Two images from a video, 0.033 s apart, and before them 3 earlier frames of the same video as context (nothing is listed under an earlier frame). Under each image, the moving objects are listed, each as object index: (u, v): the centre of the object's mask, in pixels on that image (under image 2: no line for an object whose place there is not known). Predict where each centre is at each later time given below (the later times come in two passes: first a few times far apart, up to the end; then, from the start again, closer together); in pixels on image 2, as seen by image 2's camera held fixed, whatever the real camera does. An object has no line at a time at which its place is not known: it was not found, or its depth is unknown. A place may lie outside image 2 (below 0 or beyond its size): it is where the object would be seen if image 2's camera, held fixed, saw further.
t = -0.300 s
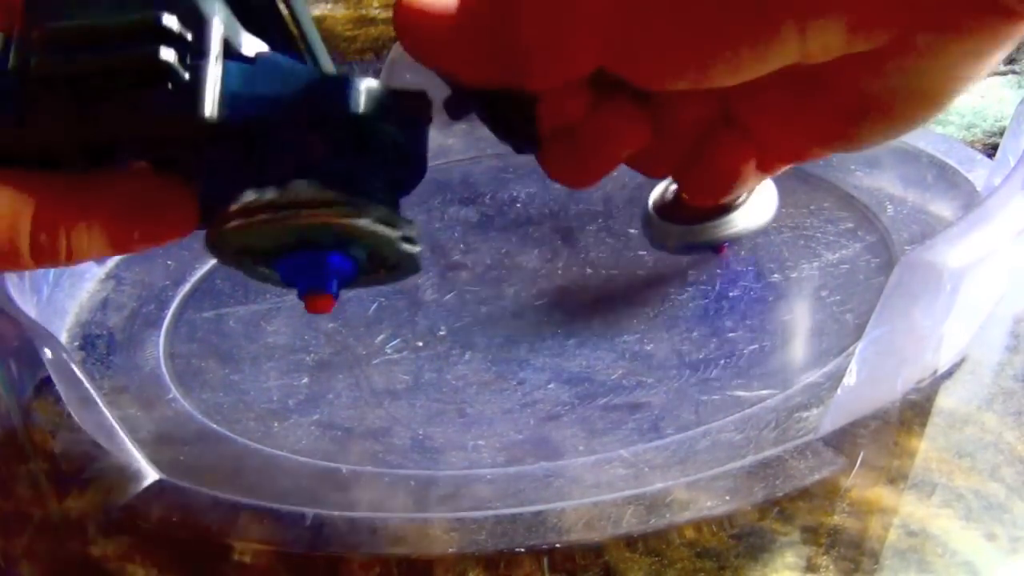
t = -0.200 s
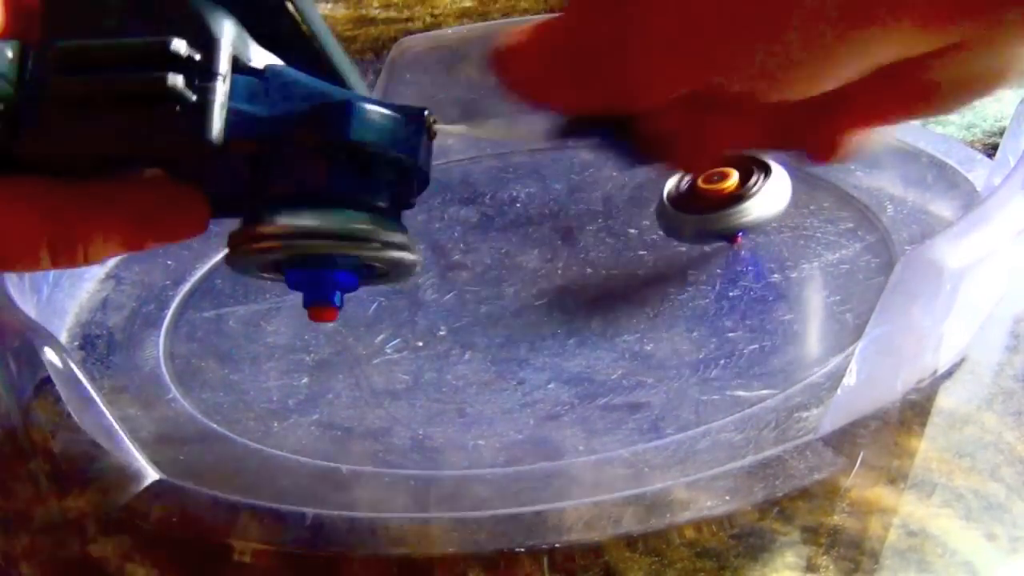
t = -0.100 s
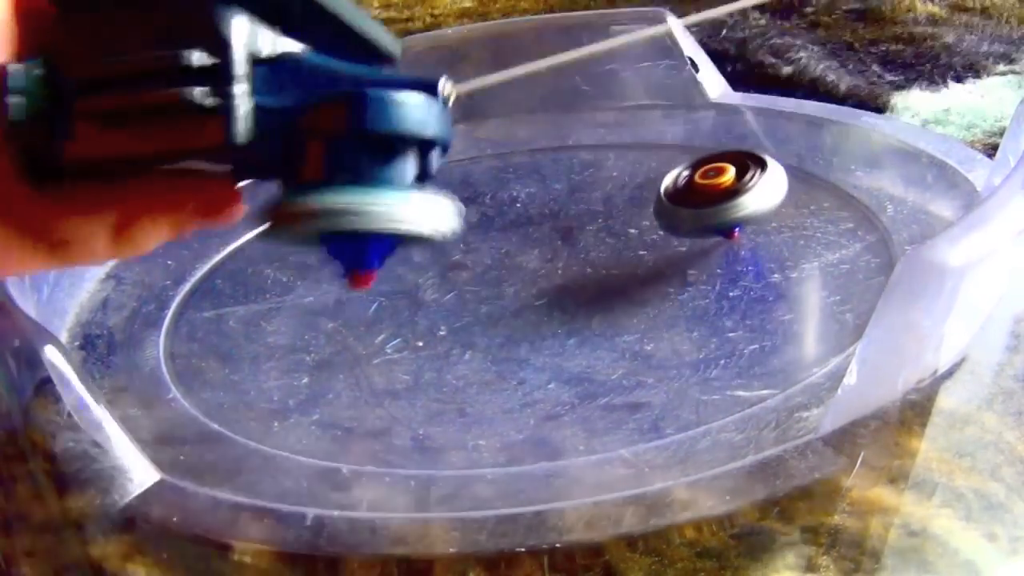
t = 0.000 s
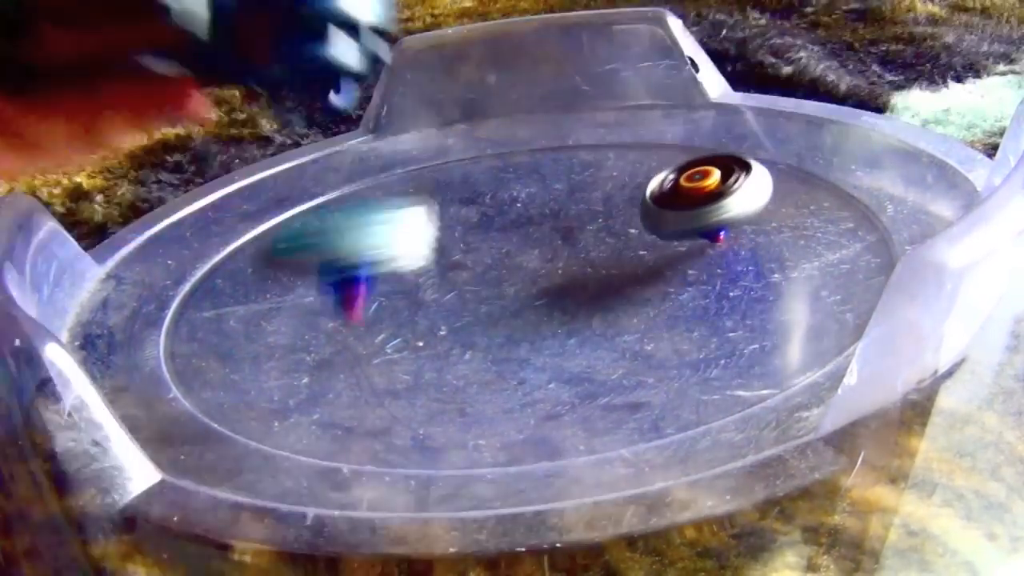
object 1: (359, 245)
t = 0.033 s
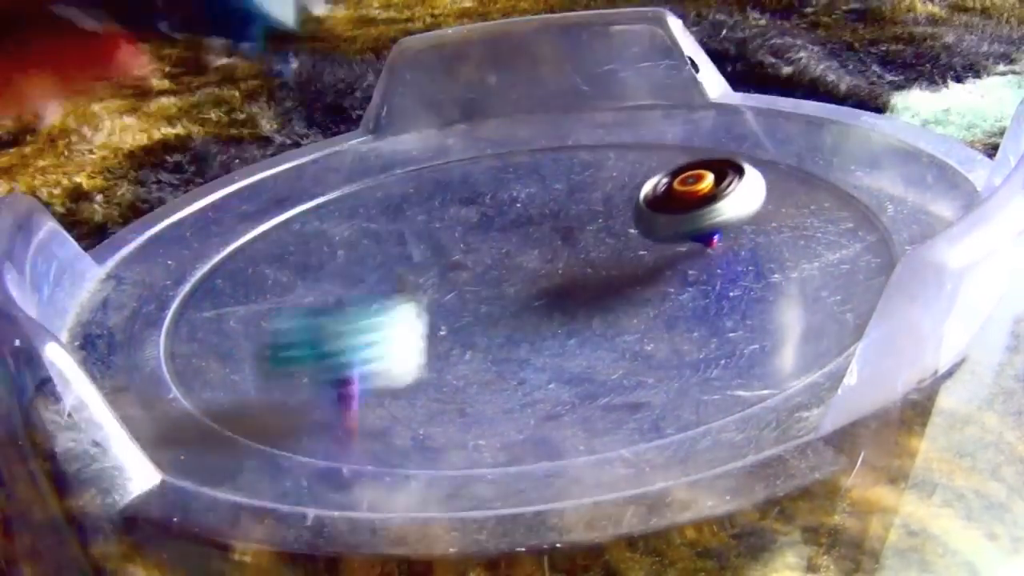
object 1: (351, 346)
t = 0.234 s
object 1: (260, 322)
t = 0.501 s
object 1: (128, 312)
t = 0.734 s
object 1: (128, 312)
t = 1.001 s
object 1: (131, 295)
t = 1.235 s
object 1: (135, 281)
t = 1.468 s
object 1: (215, 315)
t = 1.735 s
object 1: (478, 145)
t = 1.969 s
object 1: (327, 173)
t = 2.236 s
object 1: (428, 338)
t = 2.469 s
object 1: (748, 96)
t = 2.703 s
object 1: (720, 90)
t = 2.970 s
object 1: (613, 117)
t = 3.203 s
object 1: (389, 220)
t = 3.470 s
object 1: (229, 307)
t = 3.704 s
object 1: (816, 299)
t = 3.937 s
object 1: (788, 93)
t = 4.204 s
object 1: (479, 187)
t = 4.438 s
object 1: (518, 377)
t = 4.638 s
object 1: (901, 224)
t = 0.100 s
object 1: (323, 357)
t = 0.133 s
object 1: (316, 348)
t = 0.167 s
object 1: (306, 337)
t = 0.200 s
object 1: (282, 329)
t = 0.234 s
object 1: (260, 322)
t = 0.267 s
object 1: (229, 318)
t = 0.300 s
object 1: (191, 314)
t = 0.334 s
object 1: (151, 303)
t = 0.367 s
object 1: (129, 307)
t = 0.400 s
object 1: (130, 310)
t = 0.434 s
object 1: (128, 311)
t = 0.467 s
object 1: (127, 312)
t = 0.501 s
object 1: (128, 312)
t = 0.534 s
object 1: (128, 313)
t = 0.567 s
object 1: (129, 314)
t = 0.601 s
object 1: (128, 314)
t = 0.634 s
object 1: (128, 314)
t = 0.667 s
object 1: (128, 314)
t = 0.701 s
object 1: (128, 313)
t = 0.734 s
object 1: (128, 312)
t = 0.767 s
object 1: (128, 310)
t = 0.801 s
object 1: (127, 309)
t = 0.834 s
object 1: (129, 307)
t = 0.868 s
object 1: (129, 304)
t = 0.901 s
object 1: (130, 302)
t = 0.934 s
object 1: (130, 300)
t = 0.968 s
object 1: (131, 297)
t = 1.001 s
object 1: (131, 295)
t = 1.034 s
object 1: (131, 293)
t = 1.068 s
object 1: (133, 290)
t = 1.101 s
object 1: (132, 288)
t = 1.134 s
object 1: (133, 286)
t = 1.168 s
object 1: (134, 284)
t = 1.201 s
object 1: (135, 282)
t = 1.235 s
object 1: (135, 281)
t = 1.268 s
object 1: (136, 280)
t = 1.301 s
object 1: (136, 280)
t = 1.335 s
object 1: (136, 282)
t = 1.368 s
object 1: (141, 285)
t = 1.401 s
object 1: (155, 289)
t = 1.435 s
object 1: (176, 303)
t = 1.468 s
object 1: (215, 315)
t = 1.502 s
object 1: (274, 325)
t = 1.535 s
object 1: (352, 328)
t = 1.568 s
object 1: (414, 320)
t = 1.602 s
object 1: (463, 281)
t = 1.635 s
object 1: (486, 250)
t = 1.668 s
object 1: (496, 210)
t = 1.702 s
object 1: (494, 176)
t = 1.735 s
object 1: (478, 145)
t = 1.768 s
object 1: (454, 118)
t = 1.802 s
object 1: (436, 110)
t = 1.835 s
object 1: (422, 126)
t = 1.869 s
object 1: (407, 158)
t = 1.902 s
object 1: (382, 161)
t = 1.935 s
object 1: (358, 165)
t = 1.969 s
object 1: (327, 173)
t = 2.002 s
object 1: (299, 188)
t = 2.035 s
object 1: (266, 205)
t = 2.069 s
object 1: (238, 228)
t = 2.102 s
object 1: (228, 253)
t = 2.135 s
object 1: (236, 281)
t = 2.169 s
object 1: (273, 309)
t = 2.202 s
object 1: (346, 327)
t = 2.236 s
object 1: (428, 338)
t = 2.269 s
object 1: (521, 331)
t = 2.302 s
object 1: (612, 311)
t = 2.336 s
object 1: (688, 274)
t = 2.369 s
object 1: (741, 231)
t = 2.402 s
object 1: (770, 182)
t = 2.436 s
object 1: (775, 138)
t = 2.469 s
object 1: (748, 96)
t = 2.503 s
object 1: (722, 71)
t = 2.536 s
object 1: (721, 60)
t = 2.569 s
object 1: (727, 68)
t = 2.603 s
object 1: (732, 89)
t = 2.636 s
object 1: (730, 88)
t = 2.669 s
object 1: (725, 89)
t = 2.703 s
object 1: (720, 90)
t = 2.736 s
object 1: (716, 93)
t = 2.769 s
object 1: (709, 94)
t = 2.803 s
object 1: (702, 97)
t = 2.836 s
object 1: (692, 99)
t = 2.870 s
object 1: (680, 102)
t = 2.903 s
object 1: (661, 104)
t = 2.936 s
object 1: (641, 107)
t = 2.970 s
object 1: (613, 117)
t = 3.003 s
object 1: (580, 135)
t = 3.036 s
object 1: (546, 157)
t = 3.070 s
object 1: (511, 186)
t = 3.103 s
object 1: (476, 198)
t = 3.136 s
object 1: (443, 199)
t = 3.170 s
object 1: (413, 205)
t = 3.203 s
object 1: (389, 220)
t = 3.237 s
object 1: (374, 242)
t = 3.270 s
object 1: (362, 269)
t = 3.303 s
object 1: (318, 259)
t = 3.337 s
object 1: (272, 260)
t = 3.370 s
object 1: (242, 260)
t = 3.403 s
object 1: (224, 268)
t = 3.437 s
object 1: (220, 283)
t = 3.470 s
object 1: (229, 307)
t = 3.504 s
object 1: (256, 333)
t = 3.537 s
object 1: (313, 358)
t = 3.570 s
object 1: (400, 379)
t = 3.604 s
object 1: (508, 385)
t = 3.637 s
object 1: (625, 371)
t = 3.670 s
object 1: (741, 342)
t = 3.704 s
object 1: (816, 299)
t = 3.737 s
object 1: (871, 243)
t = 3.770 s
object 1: (909, 204)
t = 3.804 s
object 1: (906, 179)
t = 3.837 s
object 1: (885, 151)
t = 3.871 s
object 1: (860, 127)
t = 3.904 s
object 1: (828, 108)
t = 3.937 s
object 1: (788, 93)
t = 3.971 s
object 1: (745, 84)
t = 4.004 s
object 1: (717, 78)
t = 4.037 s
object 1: (696, 93)
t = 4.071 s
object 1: (664, 114)
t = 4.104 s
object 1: (625, 126)
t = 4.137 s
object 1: (578, 141)
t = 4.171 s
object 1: (527, 163)
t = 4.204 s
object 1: (479, 187)
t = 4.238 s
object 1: (437, 218)
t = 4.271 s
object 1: (403, 250)
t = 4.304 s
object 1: (386, 282)
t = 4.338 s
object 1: (386, 313)
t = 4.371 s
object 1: (406, 343)
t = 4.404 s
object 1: (450, 366)
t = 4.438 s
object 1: (518, 377)
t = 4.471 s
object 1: (608, 374)
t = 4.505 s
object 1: (710, 359)
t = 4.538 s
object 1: (788, 328)
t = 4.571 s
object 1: (837, 291)
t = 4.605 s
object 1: (878, 255)
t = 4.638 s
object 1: (901, 224)
